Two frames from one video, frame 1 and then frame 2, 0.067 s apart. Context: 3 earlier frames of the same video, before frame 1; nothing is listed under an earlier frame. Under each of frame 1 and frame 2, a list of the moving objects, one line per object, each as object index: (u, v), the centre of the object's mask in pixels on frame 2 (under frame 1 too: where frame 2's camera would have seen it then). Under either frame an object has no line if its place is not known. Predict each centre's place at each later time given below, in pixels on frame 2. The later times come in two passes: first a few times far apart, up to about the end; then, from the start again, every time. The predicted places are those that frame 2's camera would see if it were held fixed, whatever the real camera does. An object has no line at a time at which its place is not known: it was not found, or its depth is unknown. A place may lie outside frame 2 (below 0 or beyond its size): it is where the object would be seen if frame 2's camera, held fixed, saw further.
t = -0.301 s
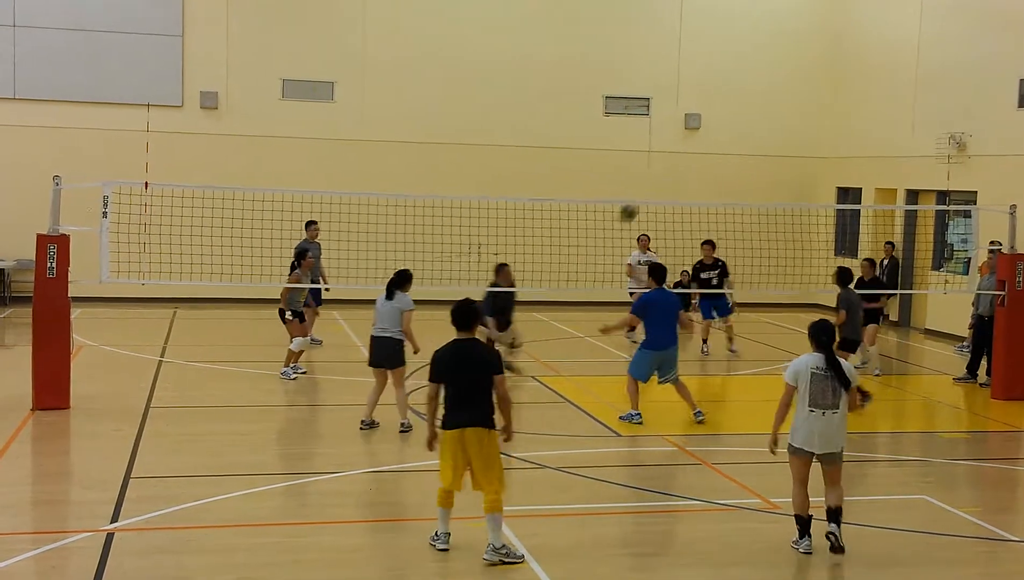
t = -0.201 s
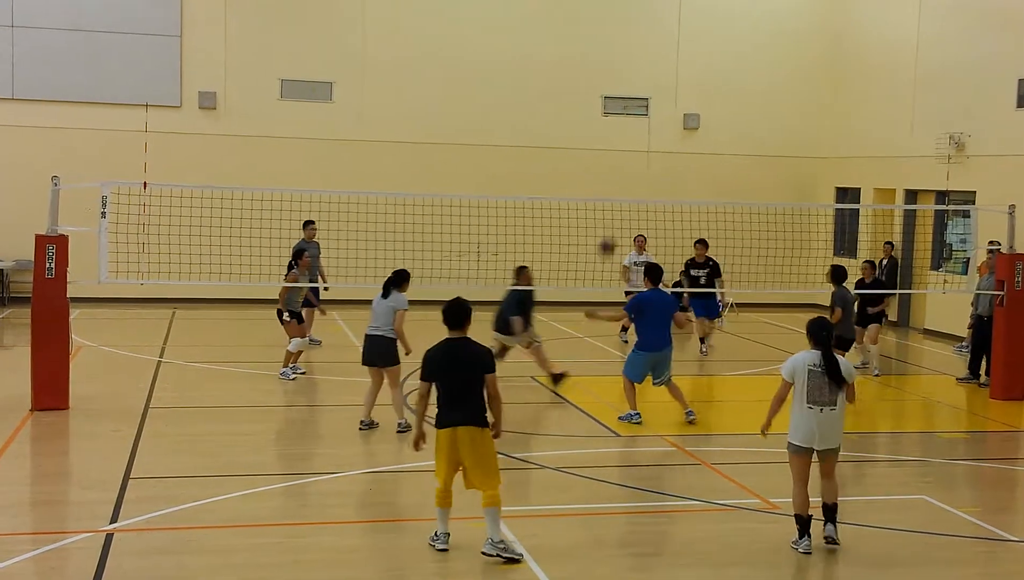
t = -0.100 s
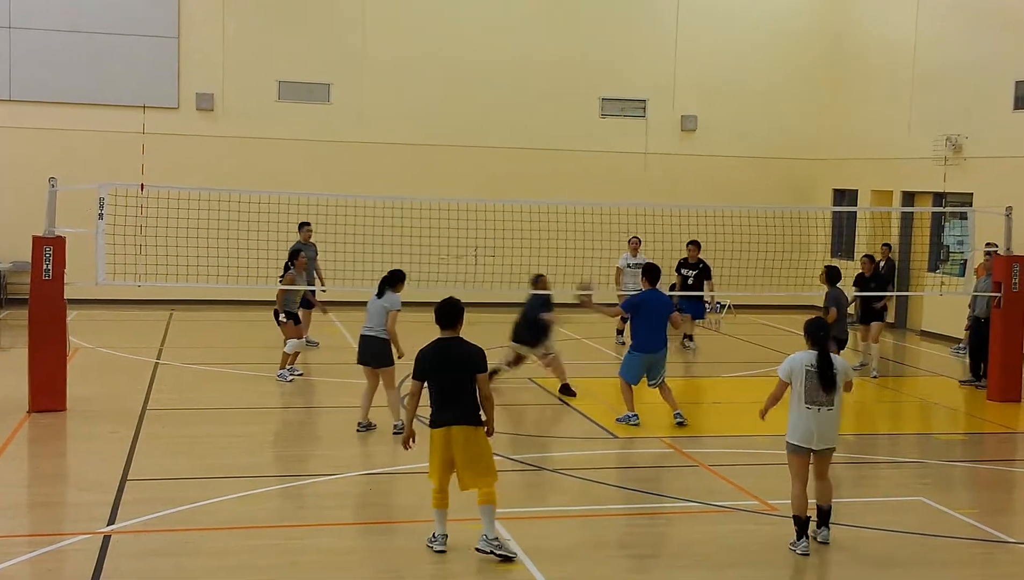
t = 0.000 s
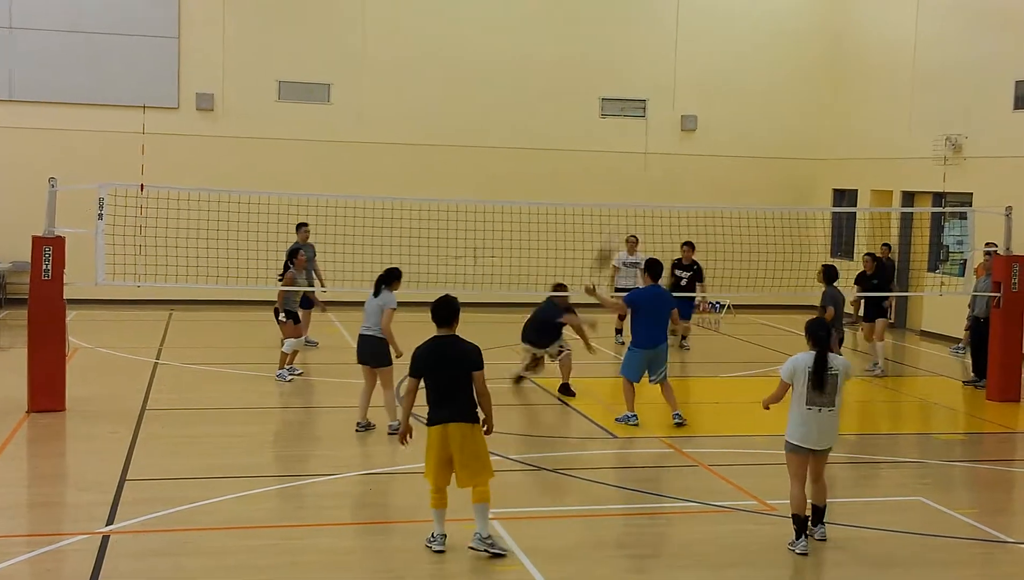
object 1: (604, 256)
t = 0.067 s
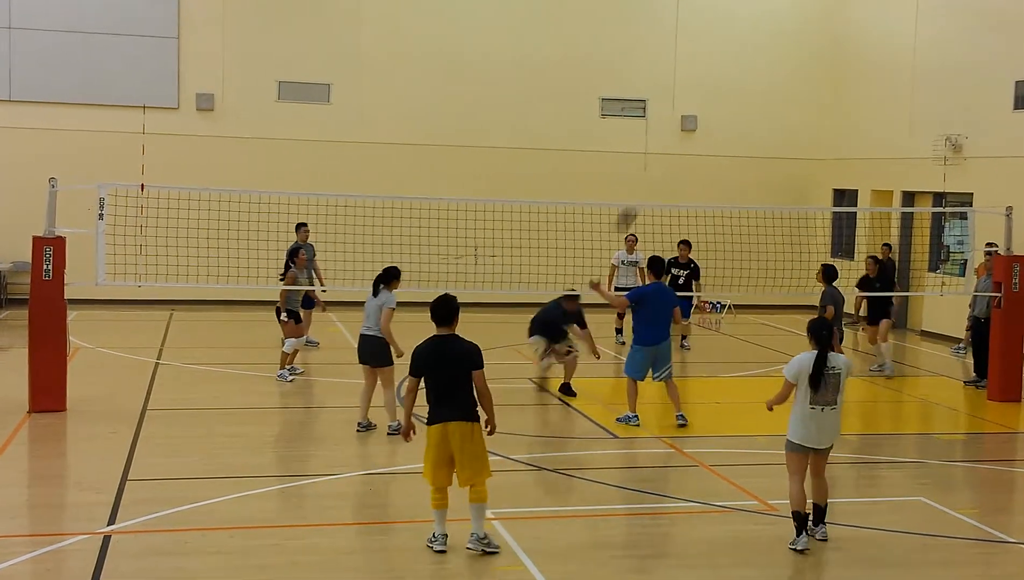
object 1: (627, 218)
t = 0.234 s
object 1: (676, 141)
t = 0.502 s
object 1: (744, 70)
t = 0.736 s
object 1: (793, 58)
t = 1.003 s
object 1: (838, 91)
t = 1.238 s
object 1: (869, 157)
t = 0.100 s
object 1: (639, 196)
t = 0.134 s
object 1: (647, 184)
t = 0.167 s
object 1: (656, 169)
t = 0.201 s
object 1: (666, 154)
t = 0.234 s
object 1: (676, 141)
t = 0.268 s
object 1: (688, 125)
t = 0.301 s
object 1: (696, 114)
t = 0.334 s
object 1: (703, 106)
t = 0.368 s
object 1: (712, 97)
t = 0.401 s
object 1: (720, 89)
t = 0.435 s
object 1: (728, 82)
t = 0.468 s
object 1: (736, 75)
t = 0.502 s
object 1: (744, 70)
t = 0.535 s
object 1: (752, 65)
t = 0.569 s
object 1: (759, 62)
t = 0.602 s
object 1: (766, 59)
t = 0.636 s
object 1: (773, 57)
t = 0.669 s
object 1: (780, 57)
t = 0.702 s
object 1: (787, 57)
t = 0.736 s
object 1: (793, 58)
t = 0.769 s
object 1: (799, 60)
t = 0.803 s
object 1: (805, 62)
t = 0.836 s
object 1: (812, 65)
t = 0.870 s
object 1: (817, 69)
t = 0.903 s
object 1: (823, 74)
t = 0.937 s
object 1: (828, 79)
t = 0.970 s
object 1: (833, 84)
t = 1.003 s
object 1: (838, 91)
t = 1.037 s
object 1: (843, 99)
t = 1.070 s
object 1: (847, 107)
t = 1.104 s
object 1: (852, 115)
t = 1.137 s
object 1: (856, 125)
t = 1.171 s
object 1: (861, 135)
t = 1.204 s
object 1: (865, 145)
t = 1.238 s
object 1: (869, 157)
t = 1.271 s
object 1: (873, 169)
